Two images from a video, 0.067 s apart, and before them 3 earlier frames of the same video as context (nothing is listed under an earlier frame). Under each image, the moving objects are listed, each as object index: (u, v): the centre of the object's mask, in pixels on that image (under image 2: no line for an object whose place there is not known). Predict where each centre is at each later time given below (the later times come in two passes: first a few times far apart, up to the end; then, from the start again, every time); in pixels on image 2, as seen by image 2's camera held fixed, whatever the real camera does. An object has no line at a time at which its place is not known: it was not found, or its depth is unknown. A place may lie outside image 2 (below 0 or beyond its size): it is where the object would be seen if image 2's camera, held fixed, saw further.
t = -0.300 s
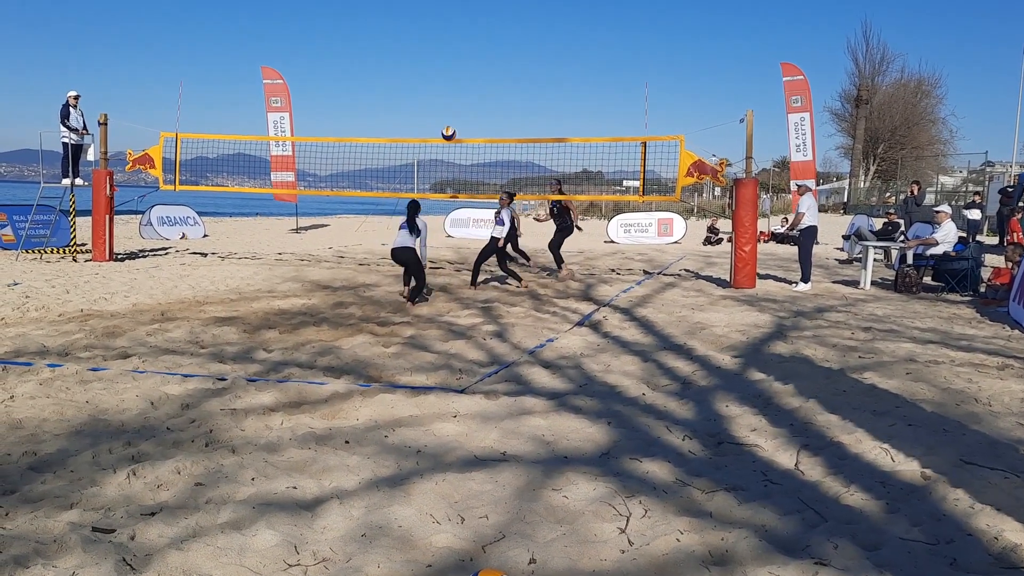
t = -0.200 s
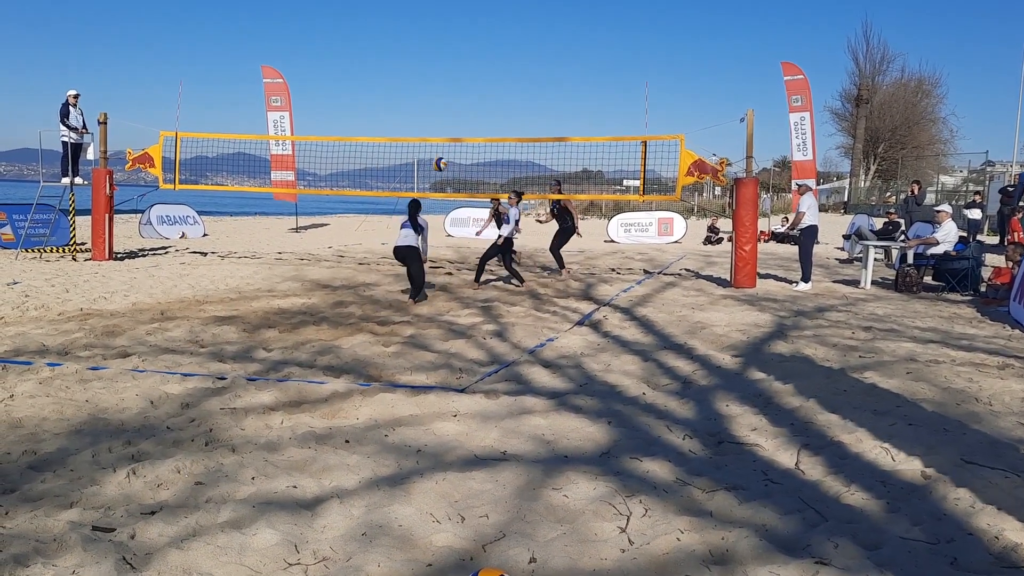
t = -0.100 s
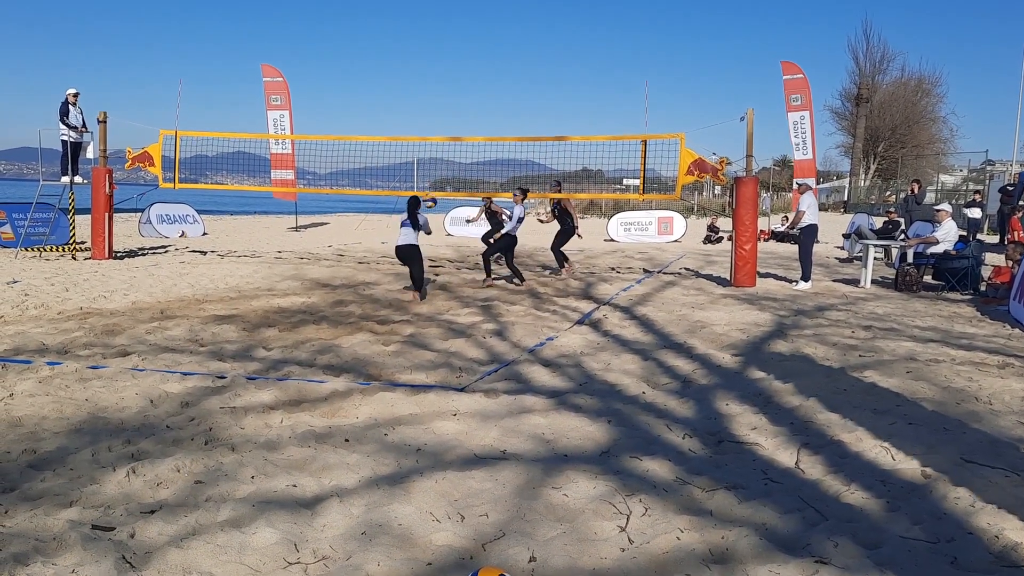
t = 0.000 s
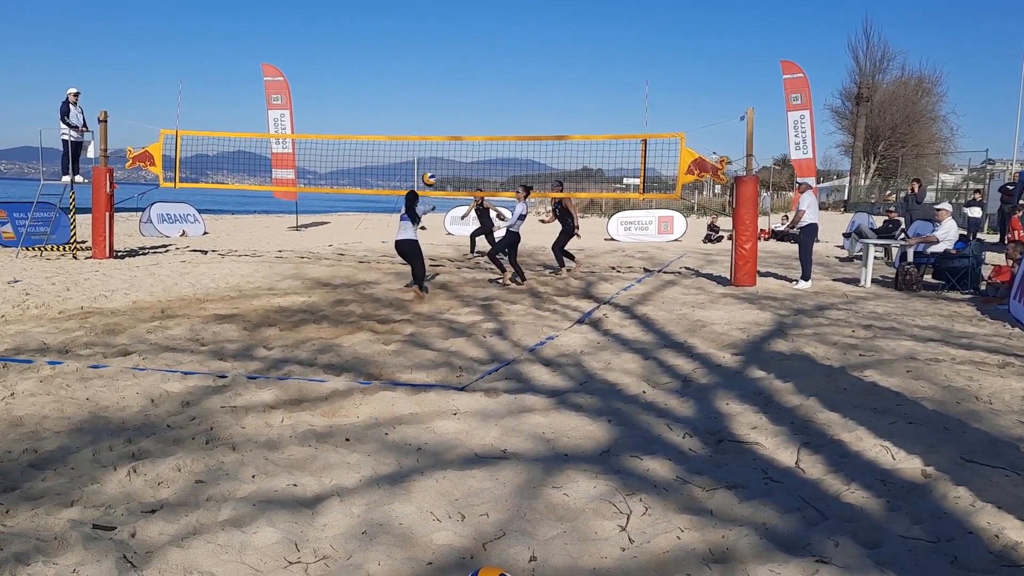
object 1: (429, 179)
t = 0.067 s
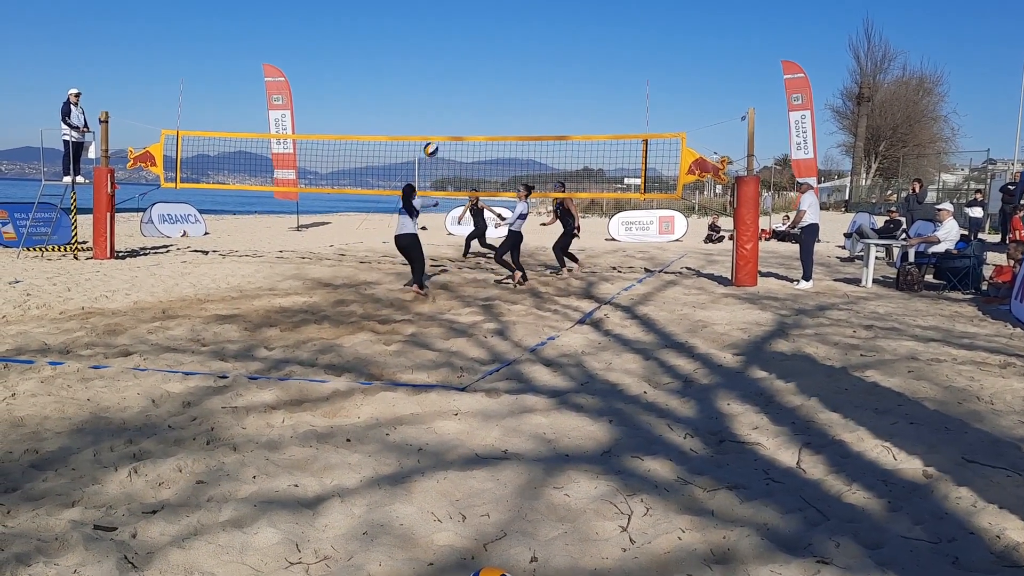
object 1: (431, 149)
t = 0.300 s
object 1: (434, 68)
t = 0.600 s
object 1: (436, 17)
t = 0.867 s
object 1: (436, 25)
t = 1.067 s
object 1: (434, 63)
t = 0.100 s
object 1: (431, 136)
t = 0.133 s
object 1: (432, 123)
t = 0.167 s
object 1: (433, 110)
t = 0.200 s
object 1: (433, 98)
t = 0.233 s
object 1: (434, 88)
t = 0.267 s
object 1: (434, 77)
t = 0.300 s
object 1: (434, 68)
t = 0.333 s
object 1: (435, 59)
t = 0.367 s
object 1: (435, 51)
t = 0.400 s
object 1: (435, 44)
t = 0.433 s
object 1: (436, 38)
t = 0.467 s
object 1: (436, 32)
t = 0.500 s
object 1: (436, 27)
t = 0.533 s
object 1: (436, 23)
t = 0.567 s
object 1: (436, 20)
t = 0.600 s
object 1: (436, 17)
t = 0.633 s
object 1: (436, 15)
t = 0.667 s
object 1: (436, 14)
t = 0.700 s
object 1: (436, 14)
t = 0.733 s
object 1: (436, 15)
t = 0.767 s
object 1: (436, 16)
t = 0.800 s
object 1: (436, 18)
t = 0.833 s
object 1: (436, 21)
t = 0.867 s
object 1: (436, 25)
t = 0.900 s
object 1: (435, 29)
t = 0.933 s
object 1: (435, 35)
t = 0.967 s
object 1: (435, 41)
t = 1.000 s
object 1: (434, 47)
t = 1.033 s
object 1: (434, 55)
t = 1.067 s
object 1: (434, 63)
